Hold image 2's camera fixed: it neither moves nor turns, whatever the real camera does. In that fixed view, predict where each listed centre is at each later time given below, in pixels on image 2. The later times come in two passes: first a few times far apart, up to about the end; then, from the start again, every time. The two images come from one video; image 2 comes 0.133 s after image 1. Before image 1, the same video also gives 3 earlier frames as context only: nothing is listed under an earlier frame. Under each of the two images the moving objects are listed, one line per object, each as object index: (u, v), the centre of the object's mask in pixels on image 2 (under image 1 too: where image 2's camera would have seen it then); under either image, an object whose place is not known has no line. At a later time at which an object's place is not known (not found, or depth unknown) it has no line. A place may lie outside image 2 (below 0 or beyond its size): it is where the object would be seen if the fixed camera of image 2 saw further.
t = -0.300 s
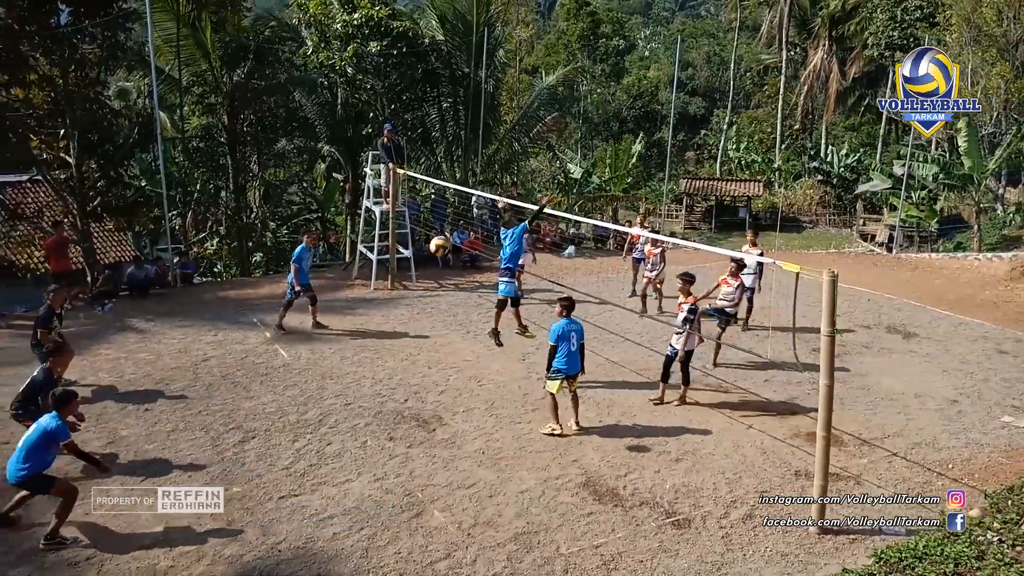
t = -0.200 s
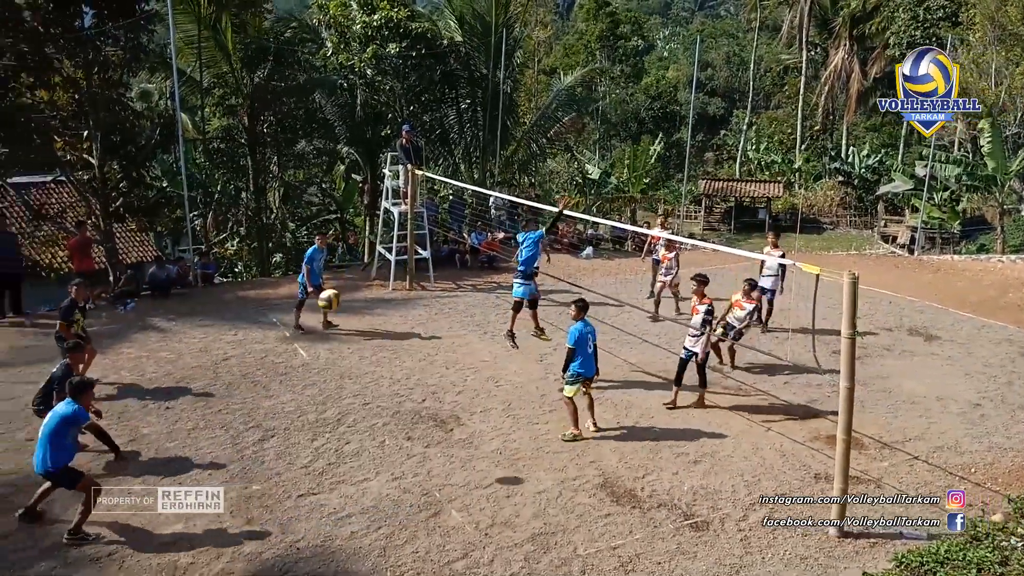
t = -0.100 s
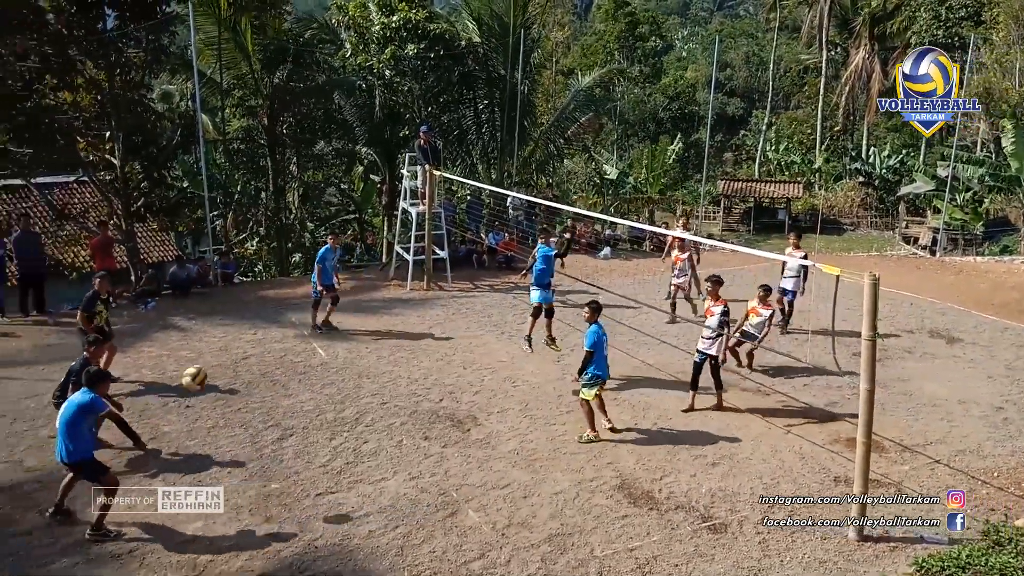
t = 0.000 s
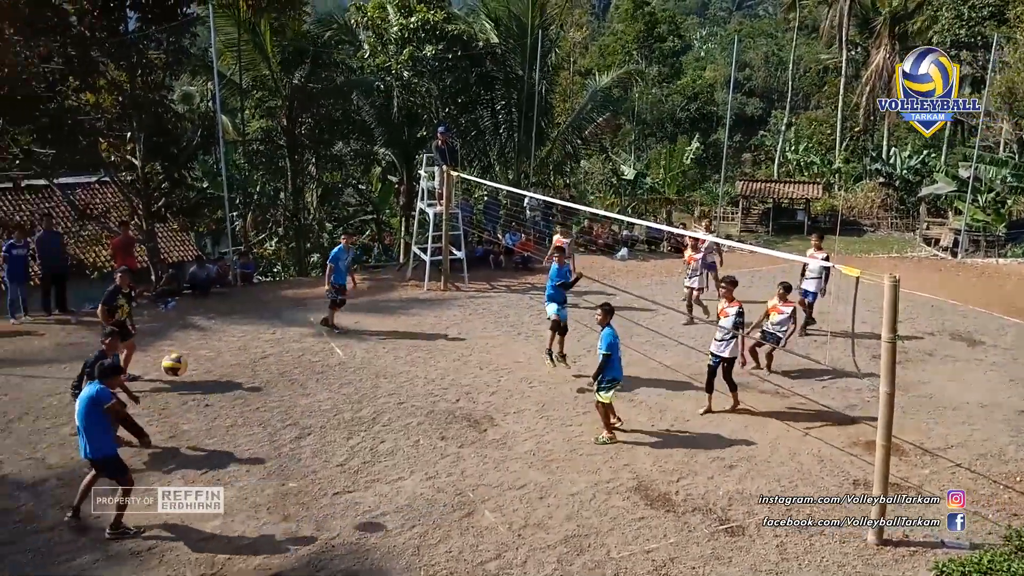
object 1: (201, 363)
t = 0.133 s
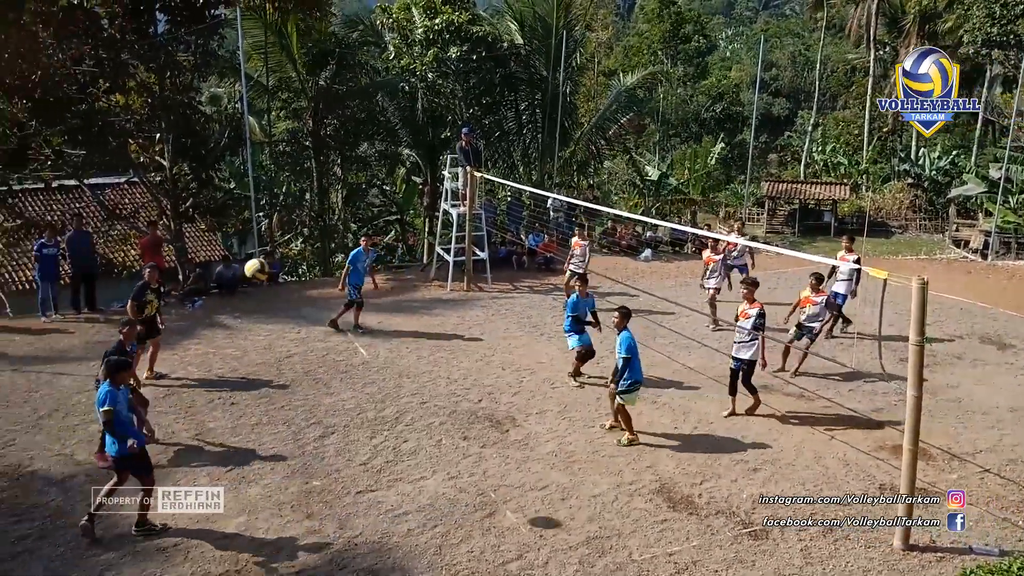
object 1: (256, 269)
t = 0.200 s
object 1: (284, 230)
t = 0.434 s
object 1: (380, 127)
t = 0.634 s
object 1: (456, 90)
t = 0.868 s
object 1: (536, 101)
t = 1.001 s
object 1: (576, 131)
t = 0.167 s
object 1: (270, 250)
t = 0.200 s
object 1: (284, 230)
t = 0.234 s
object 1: (297, 212)
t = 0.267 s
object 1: (312, 195)
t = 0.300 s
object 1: (326, 179)
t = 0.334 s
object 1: (339, 164)
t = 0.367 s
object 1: (353, 151)
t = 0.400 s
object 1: (366, 140)
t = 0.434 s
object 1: (380, 127)
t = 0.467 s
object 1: (393, 119)
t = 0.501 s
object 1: (406, 110)
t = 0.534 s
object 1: (418, 103)
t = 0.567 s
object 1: (431, 98)
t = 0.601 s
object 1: (445, 93)
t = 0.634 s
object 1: (456, 90)
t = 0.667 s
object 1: (468, 88)
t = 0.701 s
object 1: (481, 86)
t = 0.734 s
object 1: (492, 87)
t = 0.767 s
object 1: (503, 89)
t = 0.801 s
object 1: (514, 92)
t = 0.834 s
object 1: (526, 96)
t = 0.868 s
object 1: (536, 101)
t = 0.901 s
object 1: (547, 107)
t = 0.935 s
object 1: (557, 114)
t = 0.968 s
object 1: (567, 123)
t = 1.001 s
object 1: (576, 131)
